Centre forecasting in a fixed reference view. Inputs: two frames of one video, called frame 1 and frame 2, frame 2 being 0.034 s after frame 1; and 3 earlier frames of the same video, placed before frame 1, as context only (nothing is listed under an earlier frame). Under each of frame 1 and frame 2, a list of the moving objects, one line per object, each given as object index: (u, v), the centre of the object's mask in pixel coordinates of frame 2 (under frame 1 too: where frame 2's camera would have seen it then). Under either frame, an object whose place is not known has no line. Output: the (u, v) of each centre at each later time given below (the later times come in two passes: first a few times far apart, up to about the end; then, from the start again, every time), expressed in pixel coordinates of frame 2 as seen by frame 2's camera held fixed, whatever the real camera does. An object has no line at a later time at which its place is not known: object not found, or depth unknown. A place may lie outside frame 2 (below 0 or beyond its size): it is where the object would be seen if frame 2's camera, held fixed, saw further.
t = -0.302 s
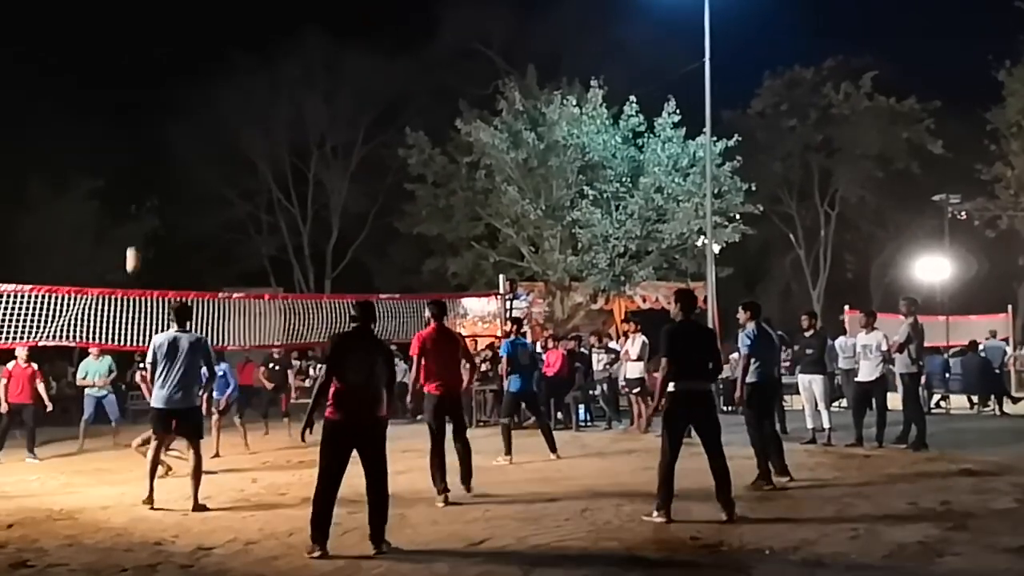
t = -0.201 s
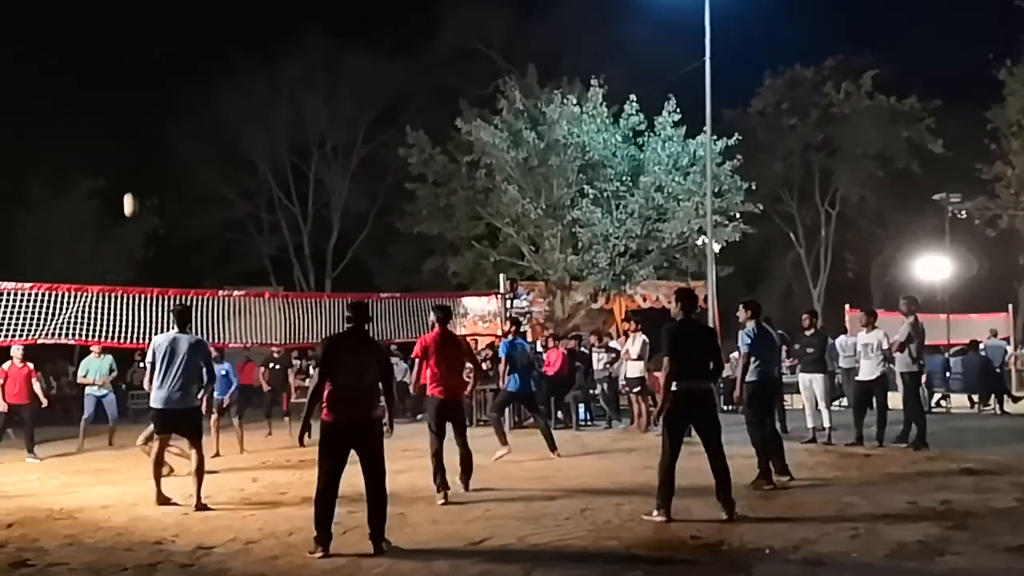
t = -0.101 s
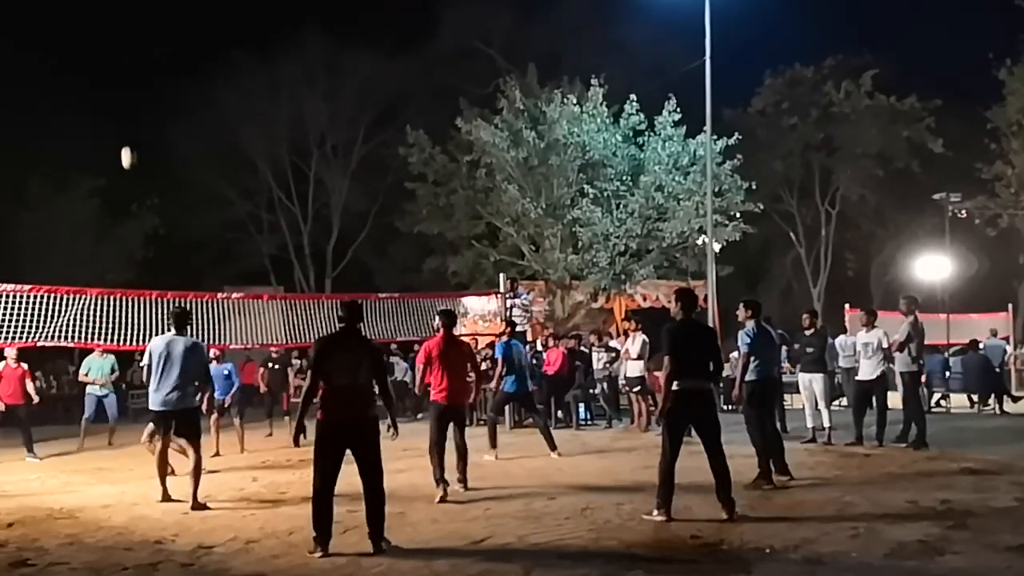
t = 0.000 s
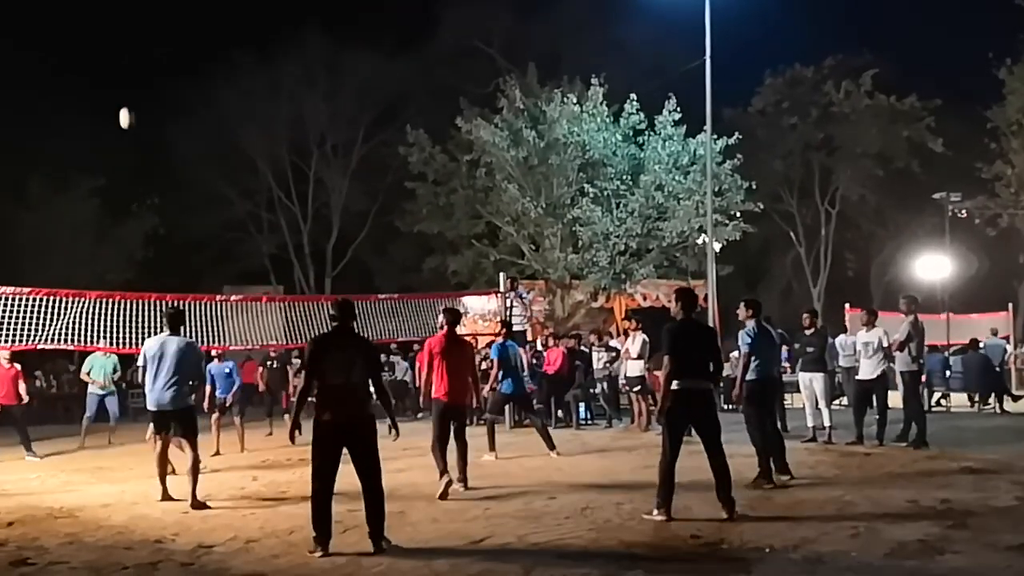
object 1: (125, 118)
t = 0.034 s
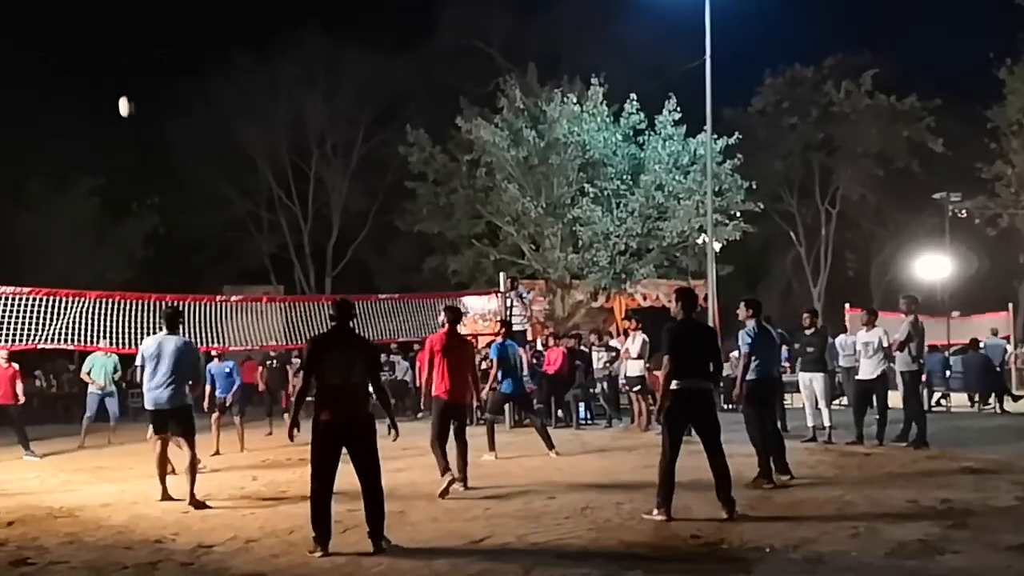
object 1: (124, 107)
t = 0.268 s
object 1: (121, 50)
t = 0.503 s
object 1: (117, 38)
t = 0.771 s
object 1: (111, 79)
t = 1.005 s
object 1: (108, 170)
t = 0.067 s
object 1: (124, 96)
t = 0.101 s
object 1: (124, 86)
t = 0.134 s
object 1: (123, 78)
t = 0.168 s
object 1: (123, 70)
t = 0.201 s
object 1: (122, 62)
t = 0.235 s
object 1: (122, 56)
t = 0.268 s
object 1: (121, 50)
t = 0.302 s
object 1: (121, 46)
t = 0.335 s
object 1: (120, 42)
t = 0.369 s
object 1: (120, 39)
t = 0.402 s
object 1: (119, 37)
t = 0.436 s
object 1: (118, 36)
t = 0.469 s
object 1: (117, 37)
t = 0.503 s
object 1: (117, 38)
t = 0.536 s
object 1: (116, 39)
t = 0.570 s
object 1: (115, 42)
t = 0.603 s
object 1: (114, 46)
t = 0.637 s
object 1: (114, 51)
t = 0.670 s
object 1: (113, 56)
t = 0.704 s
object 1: (112, 63)
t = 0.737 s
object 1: (111, 70)
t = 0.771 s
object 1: (111, 79)
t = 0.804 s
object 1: (111, 89)
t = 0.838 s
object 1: (110, 100)
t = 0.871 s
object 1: (109, 113)
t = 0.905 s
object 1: (108, 125)
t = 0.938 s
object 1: (108, 139)
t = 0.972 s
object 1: (108, 154)
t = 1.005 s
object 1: (108, 170)
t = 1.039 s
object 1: (108, 187)
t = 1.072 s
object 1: (108, 206)
